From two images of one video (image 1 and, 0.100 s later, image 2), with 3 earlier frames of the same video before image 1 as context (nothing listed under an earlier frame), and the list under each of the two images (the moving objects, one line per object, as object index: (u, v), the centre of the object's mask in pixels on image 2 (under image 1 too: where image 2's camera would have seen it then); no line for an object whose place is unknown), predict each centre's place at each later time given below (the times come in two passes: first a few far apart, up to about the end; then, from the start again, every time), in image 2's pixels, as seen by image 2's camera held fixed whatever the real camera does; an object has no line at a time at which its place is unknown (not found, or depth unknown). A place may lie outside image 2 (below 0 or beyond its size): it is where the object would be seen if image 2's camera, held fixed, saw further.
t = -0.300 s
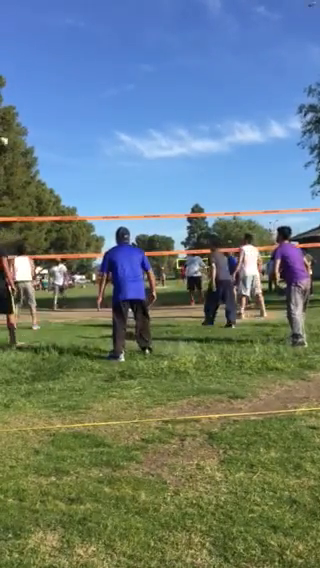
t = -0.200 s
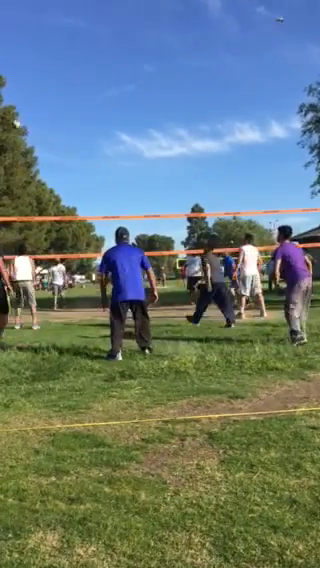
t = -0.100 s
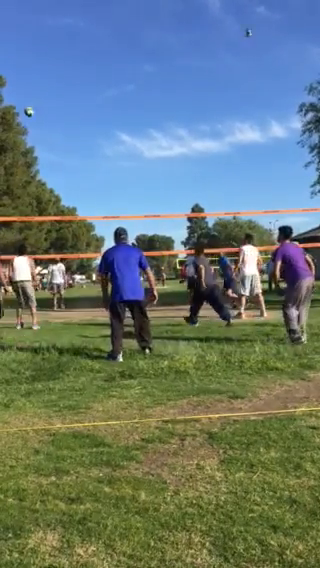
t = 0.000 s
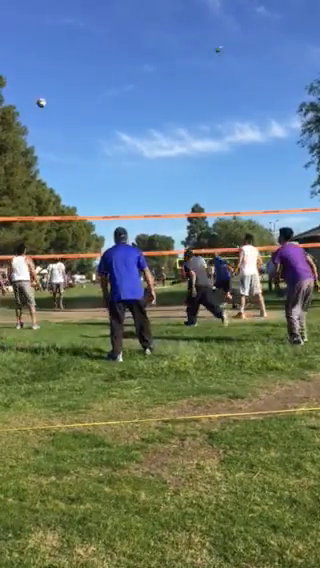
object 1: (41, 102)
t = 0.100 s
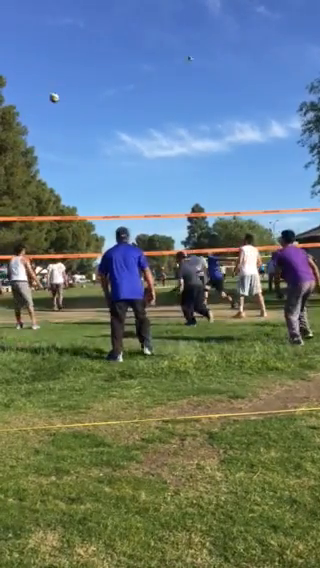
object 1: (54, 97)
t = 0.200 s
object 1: (66, 97)
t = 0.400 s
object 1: (90, 107)
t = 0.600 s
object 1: (114, 133)
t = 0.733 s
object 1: (130, 159)
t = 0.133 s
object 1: (58, 97)
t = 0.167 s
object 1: (62, 97)
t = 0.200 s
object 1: (66, 97)
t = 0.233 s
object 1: (70, 97)
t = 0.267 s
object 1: (74, 99)
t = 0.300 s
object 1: (78, 100)
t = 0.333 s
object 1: (82, 102)
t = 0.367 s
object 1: (87, 104)
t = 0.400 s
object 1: (90, 107)
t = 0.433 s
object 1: (95, 111)
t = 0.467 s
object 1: (98, 114)
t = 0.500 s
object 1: (103, 118)
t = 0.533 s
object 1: (106, 123)
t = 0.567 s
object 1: (111, 128)
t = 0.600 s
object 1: (114, 133)
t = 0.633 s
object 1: (118, 139)
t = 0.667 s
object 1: (122, 145)
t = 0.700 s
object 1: (126, 152)
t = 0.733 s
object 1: (130, 159)
